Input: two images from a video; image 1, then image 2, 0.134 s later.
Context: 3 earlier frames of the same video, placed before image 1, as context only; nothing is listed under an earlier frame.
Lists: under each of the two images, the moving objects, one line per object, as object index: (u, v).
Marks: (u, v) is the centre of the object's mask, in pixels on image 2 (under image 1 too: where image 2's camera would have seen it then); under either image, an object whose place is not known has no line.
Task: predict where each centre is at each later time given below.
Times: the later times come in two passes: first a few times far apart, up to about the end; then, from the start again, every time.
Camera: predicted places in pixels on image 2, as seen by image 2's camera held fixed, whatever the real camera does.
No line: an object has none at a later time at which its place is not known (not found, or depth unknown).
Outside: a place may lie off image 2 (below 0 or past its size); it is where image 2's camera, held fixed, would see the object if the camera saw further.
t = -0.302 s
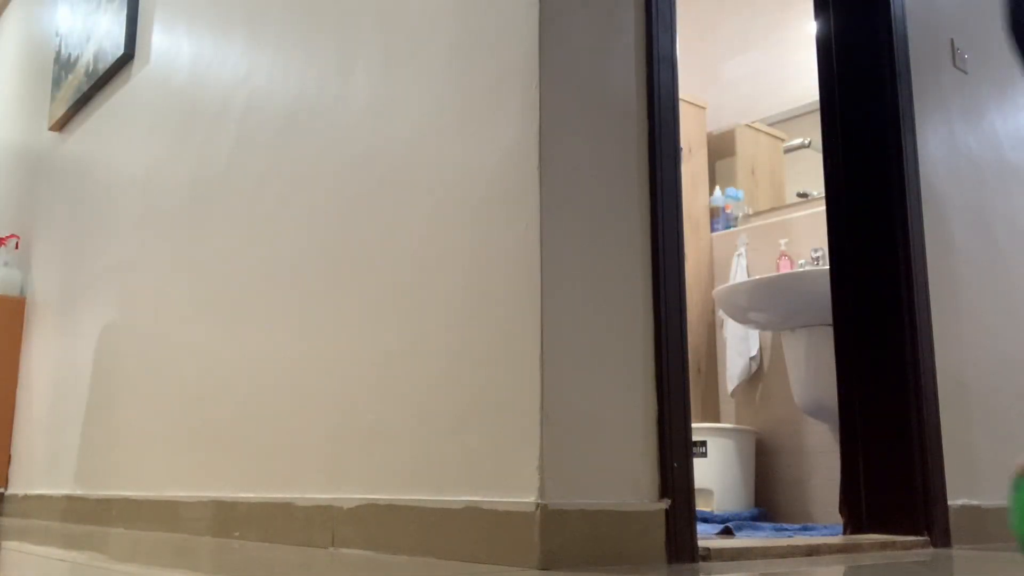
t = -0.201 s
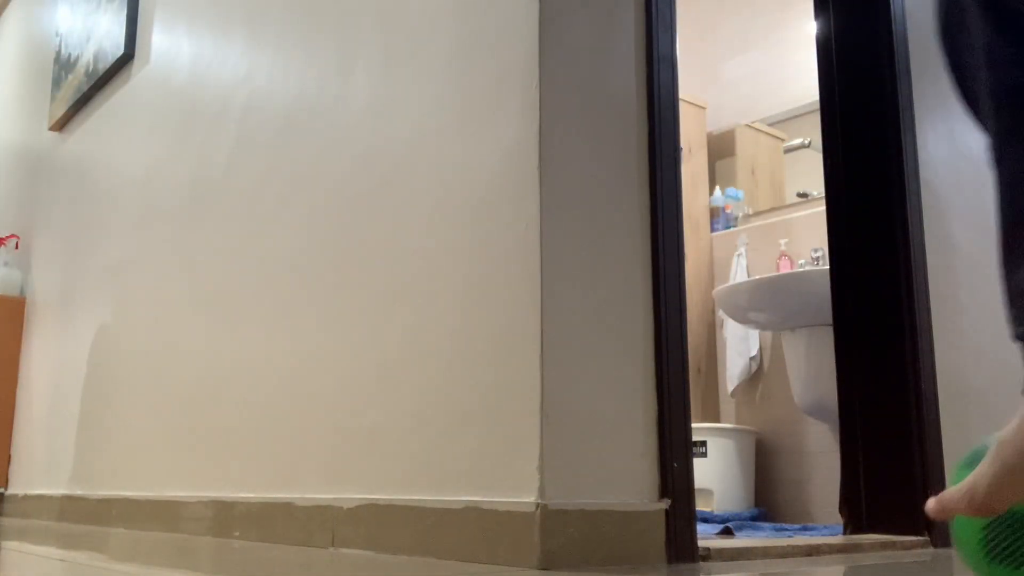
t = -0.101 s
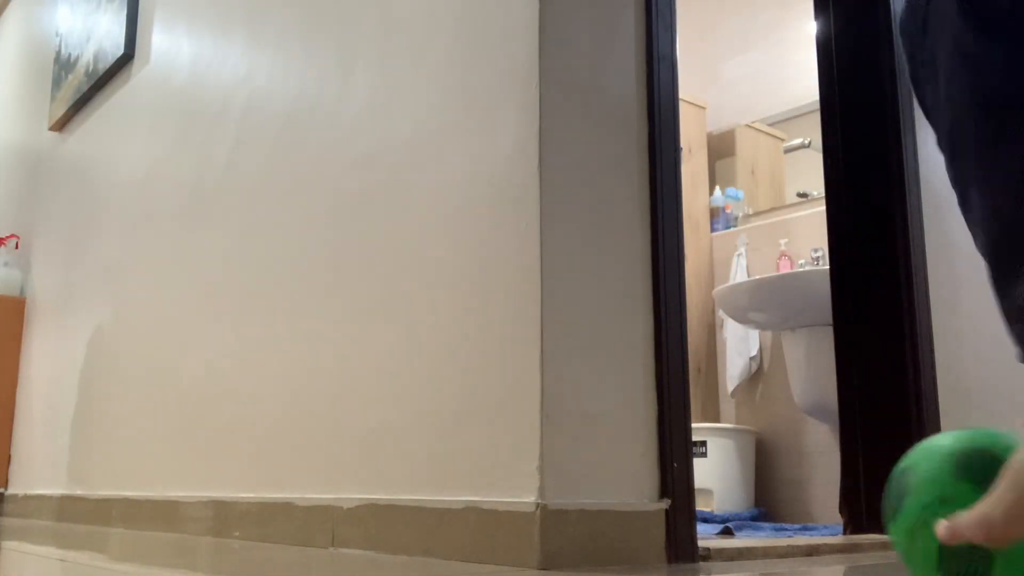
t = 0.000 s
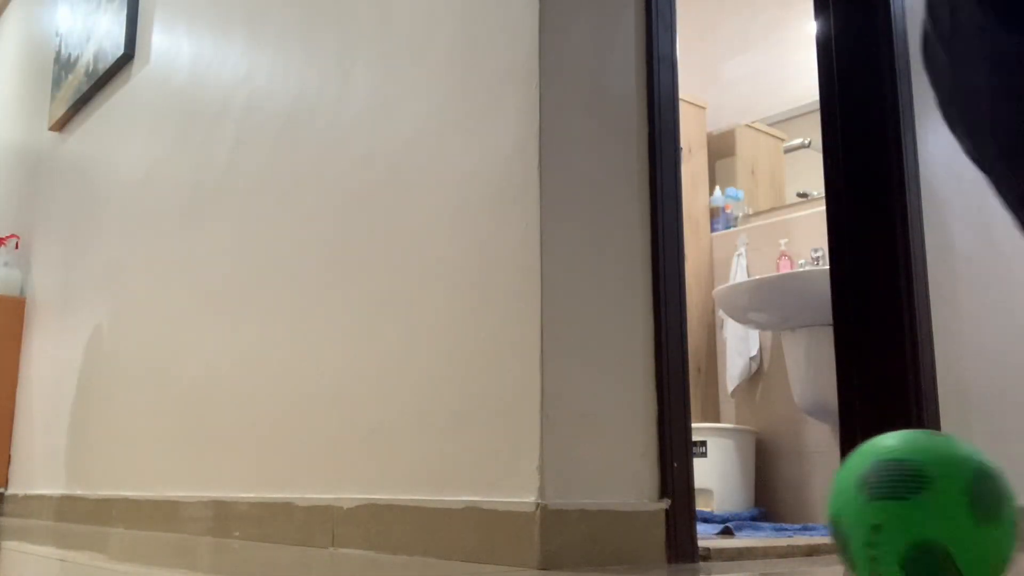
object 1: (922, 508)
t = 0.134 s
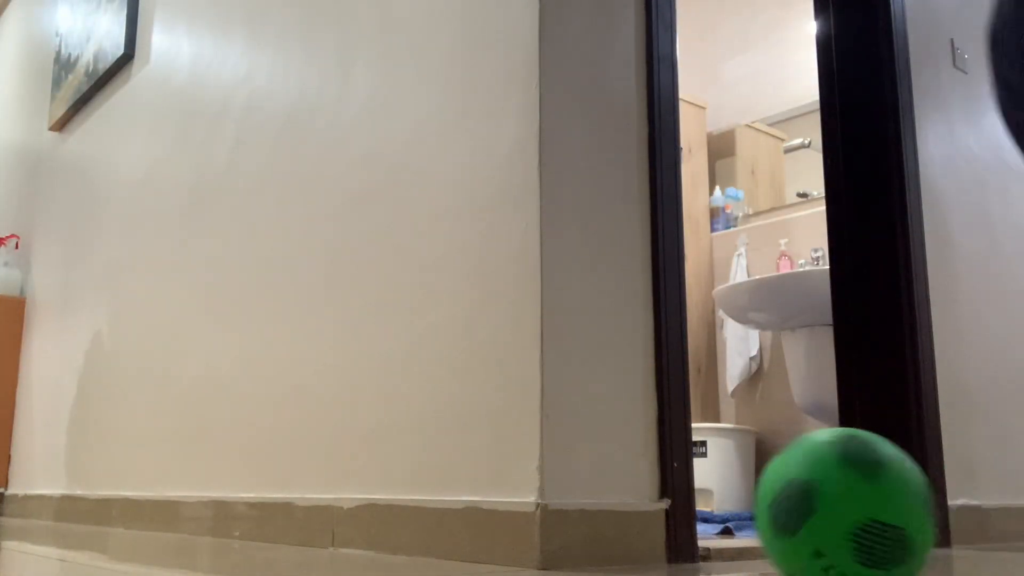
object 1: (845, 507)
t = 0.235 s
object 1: (792, 507)
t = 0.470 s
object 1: (677, 508)
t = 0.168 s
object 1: (827, 507)
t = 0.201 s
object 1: (809, 507)
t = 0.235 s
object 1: (792, 507)
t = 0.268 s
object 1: (774, 508)
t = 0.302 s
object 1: (756, 508)
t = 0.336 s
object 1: (740, 507)
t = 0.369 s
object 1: (724, 508)
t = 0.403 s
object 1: (708, 507)
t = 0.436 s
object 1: (693, 508)
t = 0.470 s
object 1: (677, 508)
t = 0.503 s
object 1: (662, 508)
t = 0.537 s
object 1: (646, 508)
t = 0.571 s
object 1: (632, 507)
